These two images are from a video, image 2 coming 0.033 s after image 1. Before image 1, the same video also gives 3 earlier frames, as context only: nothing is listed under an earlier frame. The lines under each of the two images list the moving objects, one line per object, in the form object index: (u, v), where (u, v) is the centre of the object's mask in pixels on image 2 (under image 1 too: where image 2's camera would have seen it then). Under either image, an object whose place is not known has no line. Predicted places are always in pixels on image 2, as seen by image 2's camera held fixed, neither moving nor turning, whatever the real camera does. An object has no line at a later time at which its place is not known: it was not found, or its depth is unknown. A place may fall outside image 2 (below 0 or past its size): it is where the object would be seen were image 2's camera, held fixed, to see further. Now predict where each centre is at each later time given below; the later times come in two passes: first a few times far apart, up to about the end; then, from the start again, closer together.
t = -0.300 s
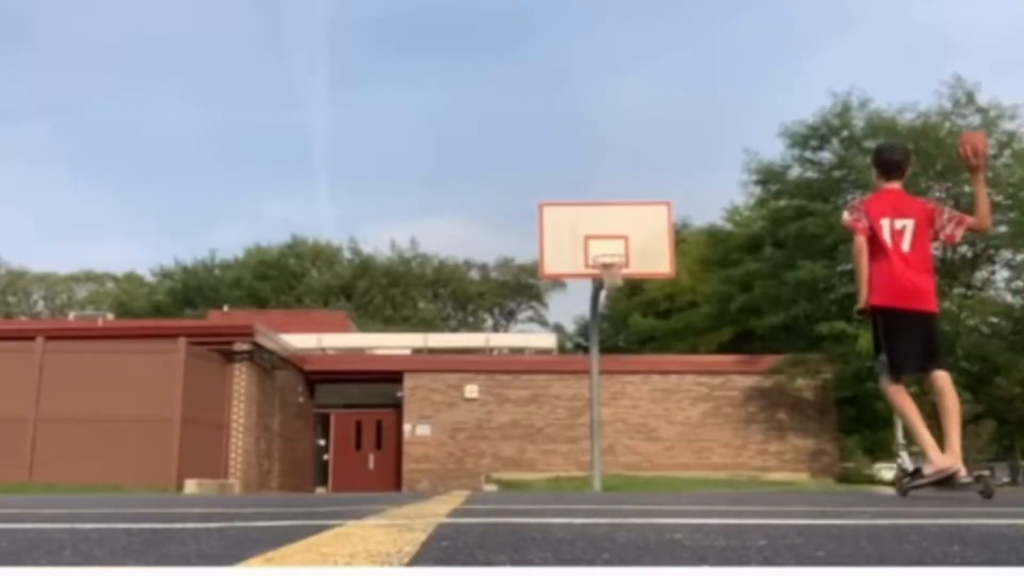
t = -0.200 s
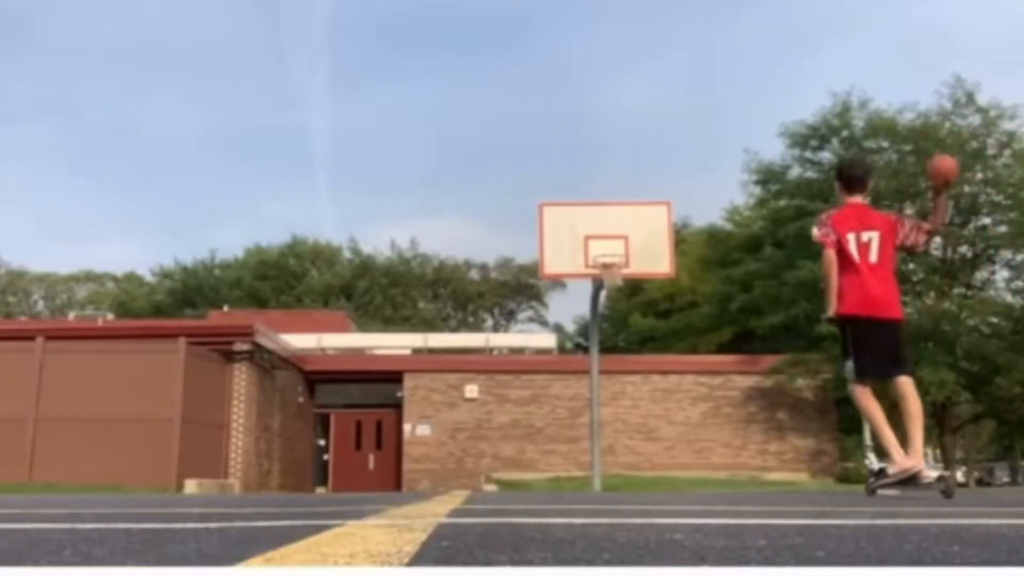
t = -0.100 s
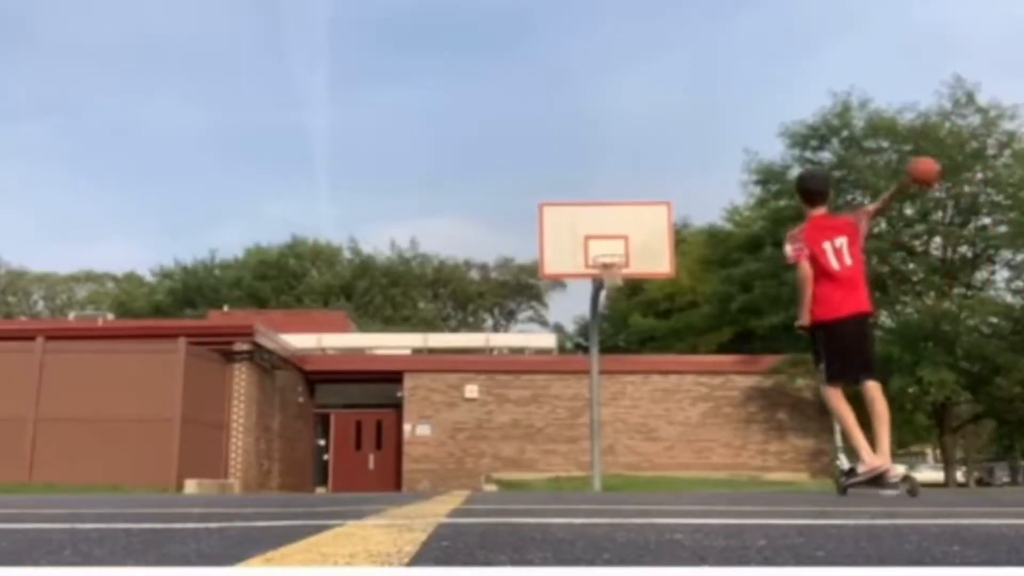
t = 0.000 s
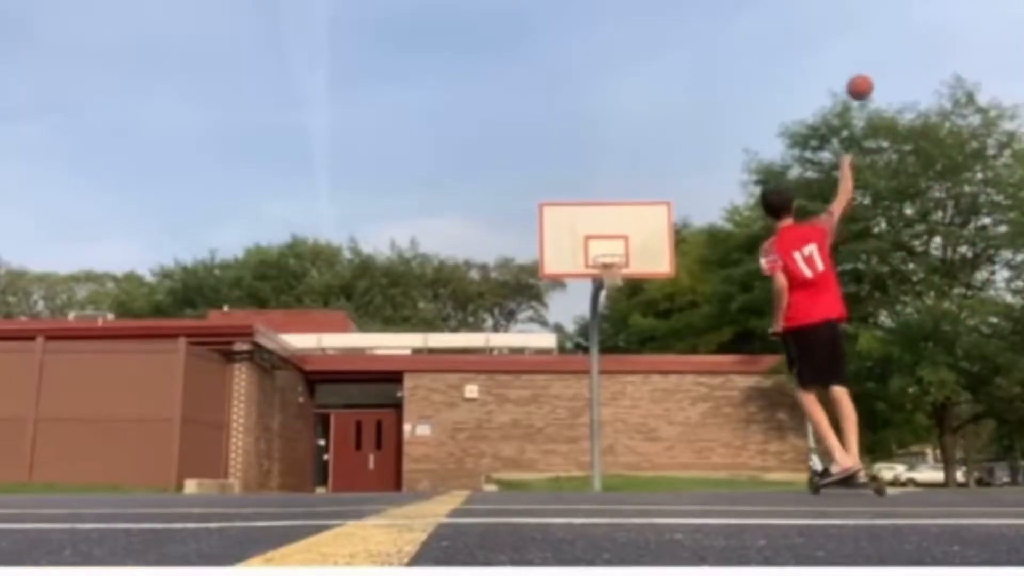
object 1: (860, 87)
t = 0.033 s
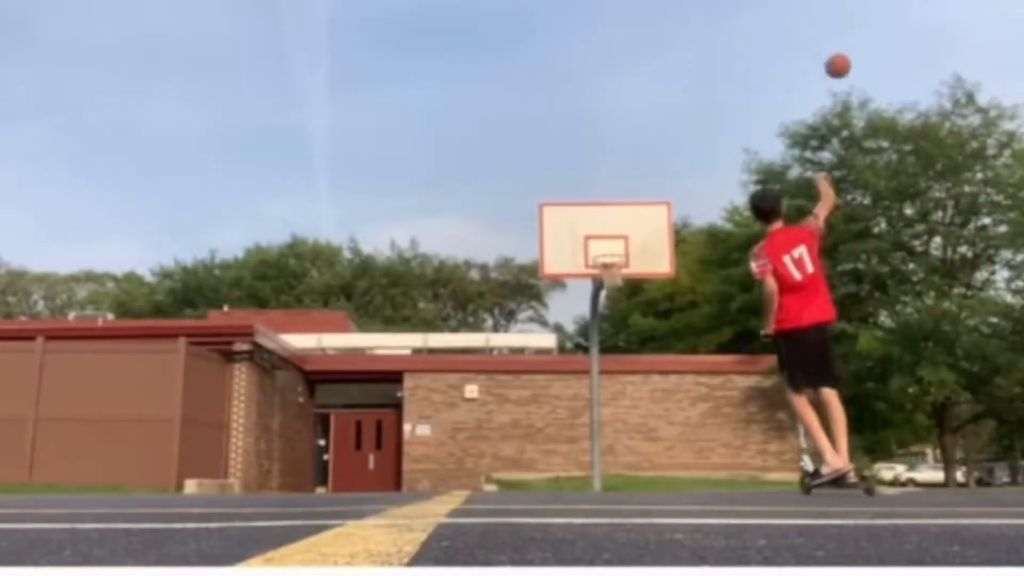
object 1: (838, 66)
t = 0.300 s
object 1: (727, 3)
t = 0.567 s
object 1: (670, 28)
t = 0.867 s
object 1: (632, 116)
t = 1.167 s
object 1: (610, 239)
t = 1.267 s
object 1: (607, 266)
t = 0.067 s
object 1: (819, 48)
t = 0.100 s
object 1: (802, 34)
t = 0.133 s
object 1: (786, 22)
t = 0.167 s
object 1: (772, 13)
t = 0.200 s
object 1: (759, 8)
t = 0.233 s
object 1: (748, 6)
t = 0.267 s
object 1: (737, 4)
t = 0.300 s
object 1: (727, 3)
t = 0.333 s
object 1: (718, 3)
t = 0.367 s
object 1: (710, 4)
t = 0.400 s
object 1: (702, 5)
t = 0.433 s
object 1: (695, 6)
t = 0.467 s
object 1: (688, 9)
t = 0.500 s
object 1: (681, 14)
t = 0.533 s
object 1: (675, 21)
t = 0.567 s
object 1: (670, 28)
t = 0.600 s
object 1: (664, 35)
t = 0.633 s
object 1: (659, 43)
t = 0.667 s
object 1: (655, 52)
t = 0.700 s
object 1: (650, 61)
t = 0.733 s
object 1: (646, 72)
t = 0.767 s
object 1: (642, 82)
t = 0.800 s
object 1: (639, 93)
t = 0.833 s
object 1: (635, 104)
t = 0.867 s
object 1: (632, 116)
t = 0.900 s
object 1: (629, 128)
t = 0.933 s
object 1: (626, 141)
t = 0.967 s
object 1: (623, 154)
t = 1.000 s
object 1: (621, 167)
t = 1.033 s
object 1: (618, 180)
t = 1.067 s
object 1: (616, 194)
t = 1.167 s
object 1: (610, 239)
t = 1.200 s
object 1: (608, 254)
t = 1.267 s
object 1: (607, 266)
